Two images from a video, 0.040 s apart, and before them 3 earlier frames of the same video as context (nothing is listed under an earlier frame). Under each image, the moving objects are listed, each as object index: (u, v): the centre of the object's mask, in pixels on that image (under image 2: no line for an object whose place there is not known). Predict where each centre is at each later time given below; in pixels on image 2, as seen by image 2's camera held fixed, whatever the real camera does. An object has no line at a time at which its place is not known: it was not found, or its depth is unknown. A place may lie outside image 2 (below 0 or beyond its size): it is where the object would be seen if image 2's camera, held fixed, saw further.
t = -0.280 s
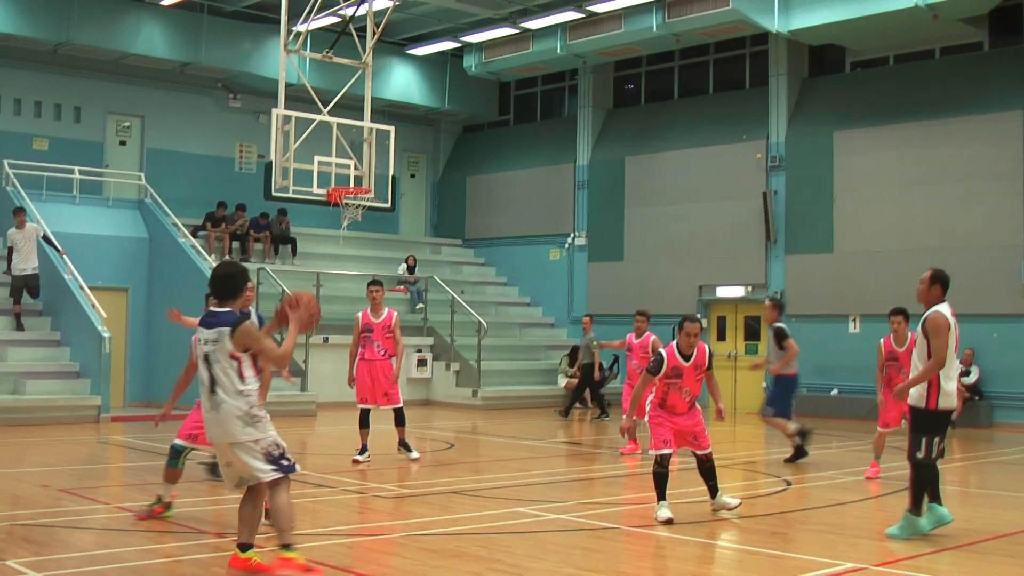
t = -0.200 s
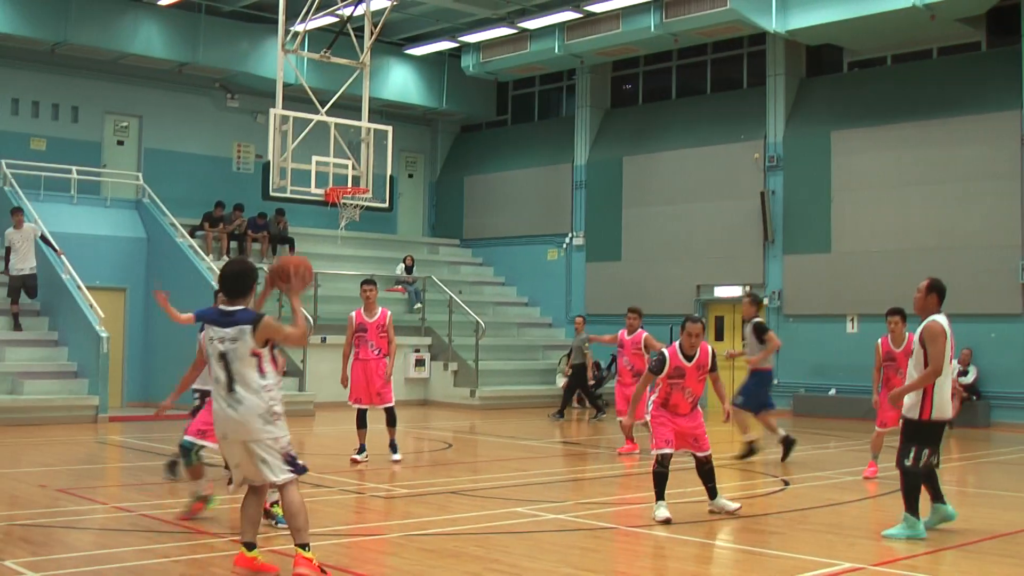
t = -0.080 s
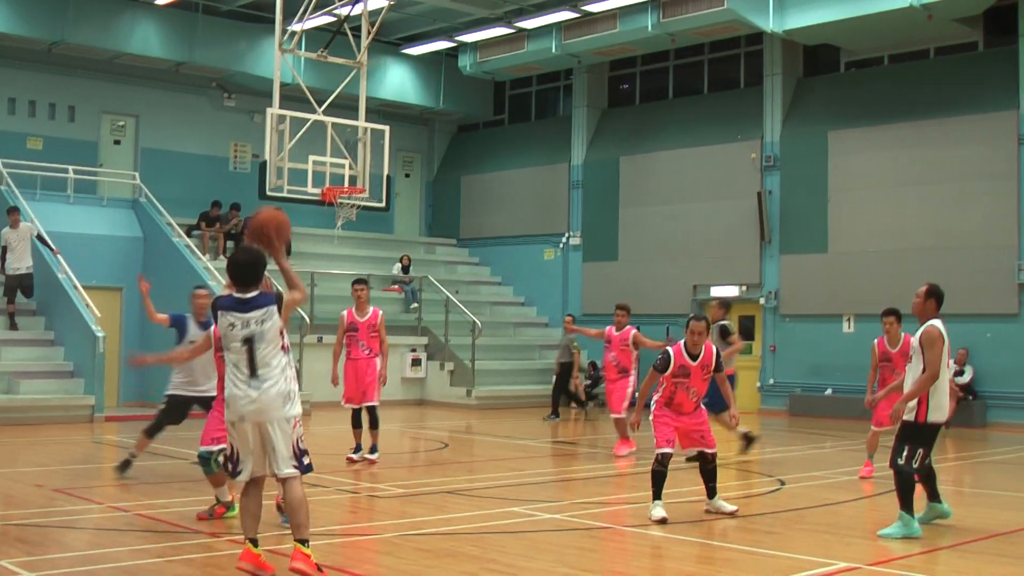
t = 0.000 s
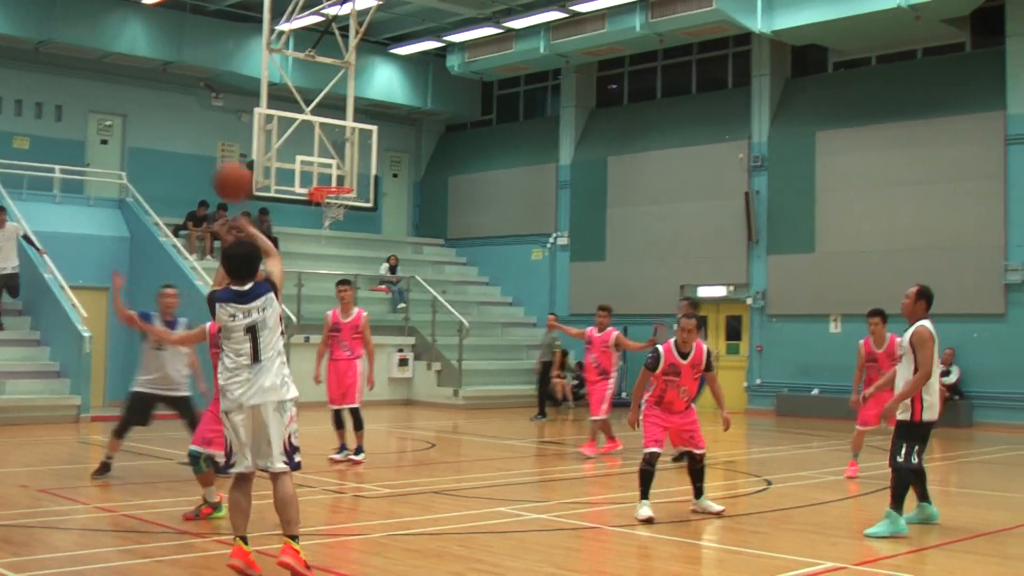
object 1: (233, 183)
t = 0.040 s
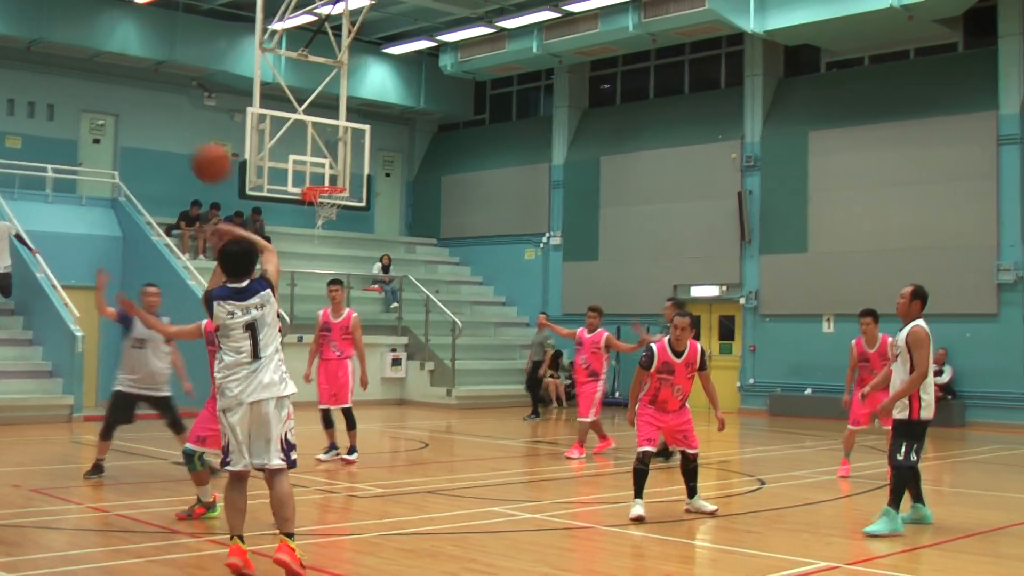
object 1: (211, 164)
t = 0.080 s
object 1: (194, 149)
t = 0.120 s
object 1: (179, 136)
